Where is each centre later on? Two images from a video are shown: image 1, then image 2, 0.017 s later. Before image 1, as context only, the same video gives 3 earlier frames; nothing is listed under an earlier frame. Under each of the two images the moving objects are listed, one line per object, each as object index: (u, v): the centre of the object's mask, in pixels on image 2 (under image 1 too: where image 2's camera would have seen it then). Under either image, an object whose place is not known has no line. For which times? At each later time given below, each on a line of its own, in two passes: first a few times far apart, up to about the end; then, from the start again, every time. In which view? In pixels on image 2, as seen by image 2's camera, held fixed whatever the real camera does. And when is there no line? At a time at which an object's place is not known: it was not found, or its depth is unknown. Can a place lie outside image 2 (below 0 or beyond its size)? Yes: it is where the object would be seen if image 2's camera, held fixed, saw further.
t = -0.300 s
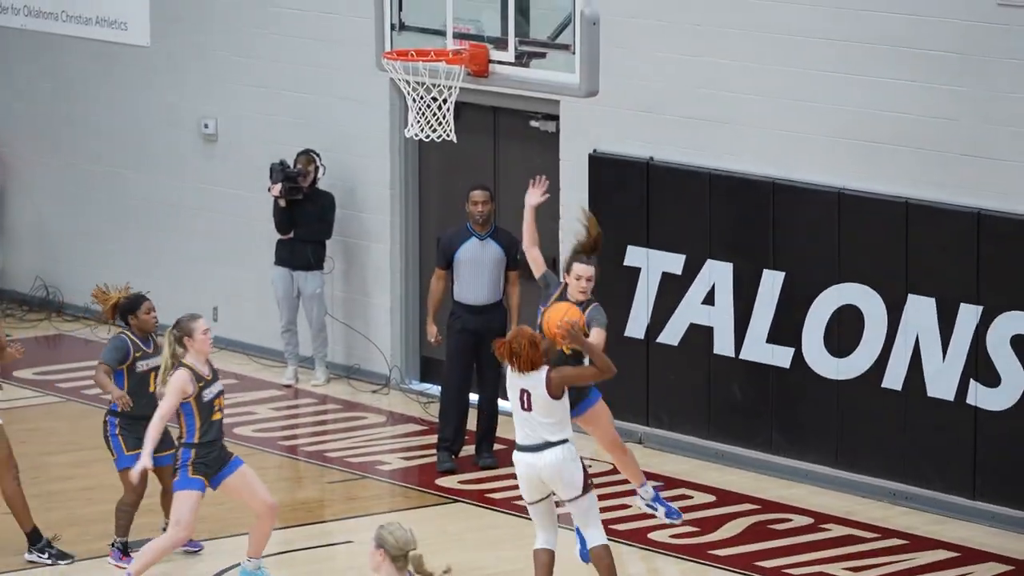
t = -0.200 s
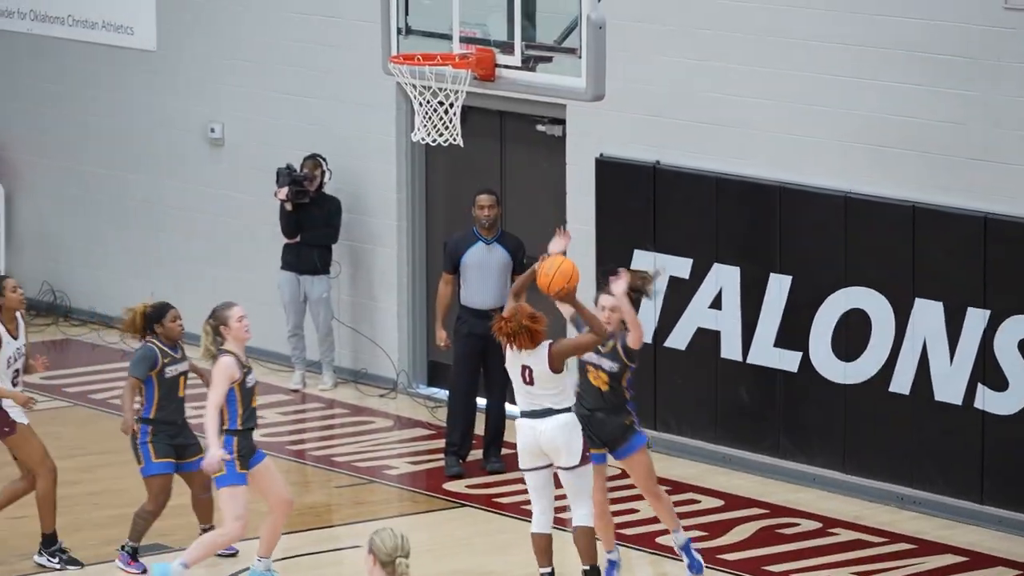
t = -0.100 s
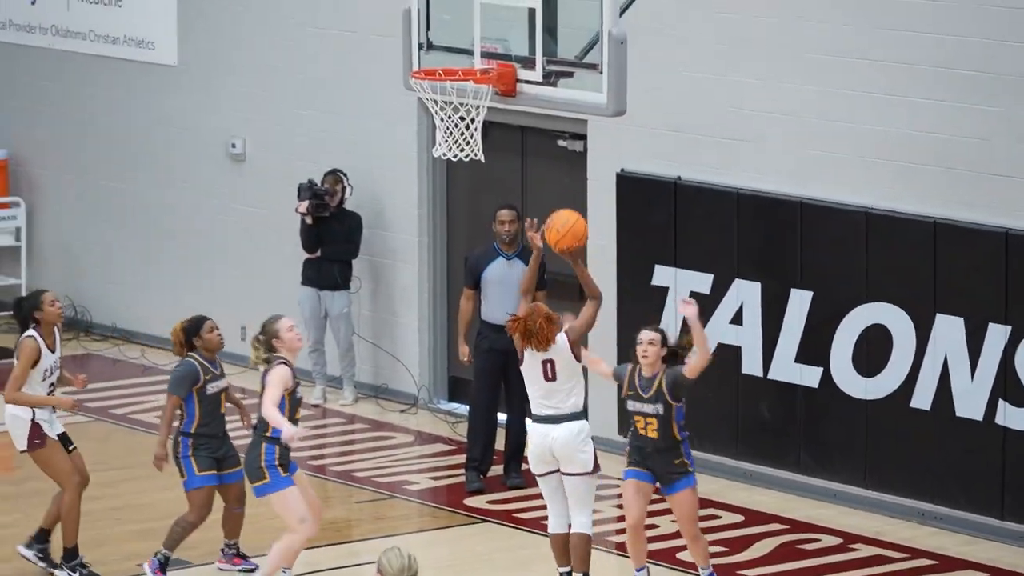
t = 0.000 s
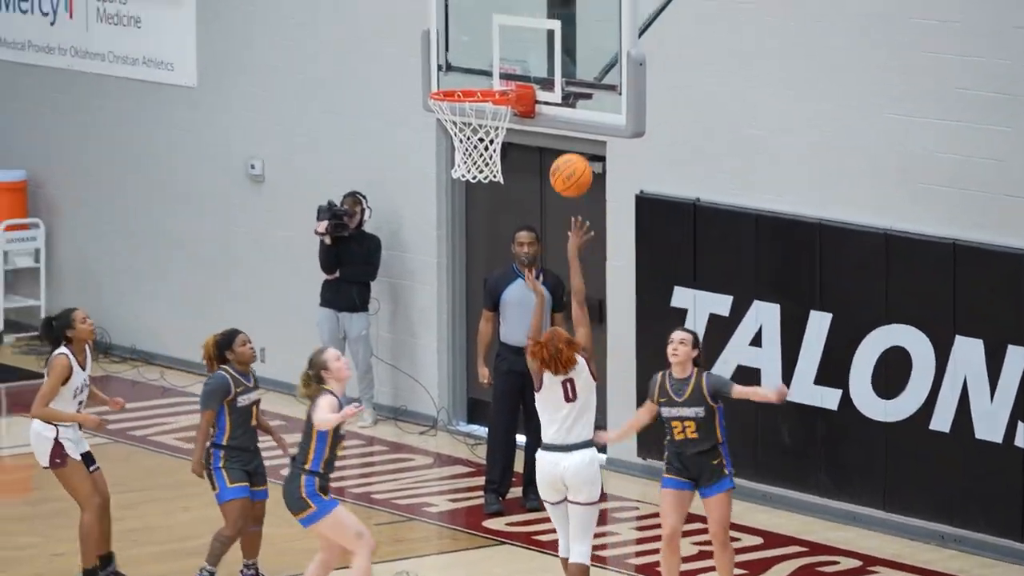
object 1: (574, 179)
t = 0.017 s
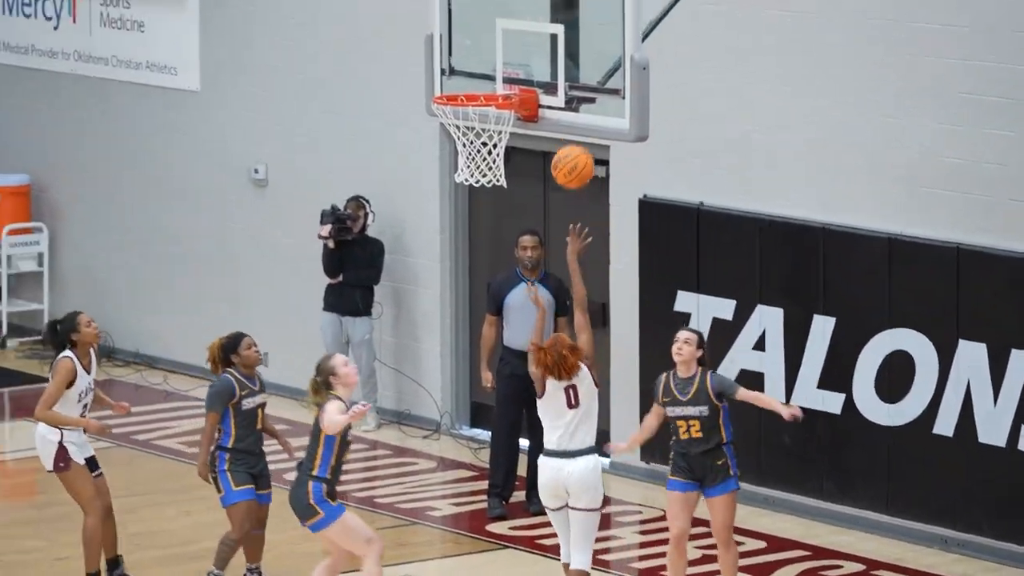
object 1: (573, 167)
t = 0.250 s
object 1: (544, 55)
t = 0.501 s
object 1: (461, 83)
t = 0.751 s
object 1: (486, 122)
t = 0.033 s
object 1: (570, 155)
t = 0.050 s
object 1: (568, 145)
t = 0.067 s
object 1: (567, 134)
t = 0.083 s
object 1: (565, 124)
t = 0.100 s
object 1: (563, 114)
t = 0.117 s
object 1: (561, 105)
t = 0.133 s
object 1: (560, 97)
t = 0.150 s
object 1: (558, 89)
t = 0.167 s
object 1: (556, 81)
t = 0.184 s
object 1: (555, 75)
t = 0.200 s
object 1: (553, 69)
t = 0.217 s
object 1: (552, 62)
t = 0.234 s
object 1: (550, 57)
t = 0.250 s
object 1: (544, 55)
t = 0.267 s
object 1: (538, 53)
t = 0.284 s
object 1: (533, 53)
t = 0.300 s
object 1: (527, 52)
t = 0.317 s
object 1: (521, 52)
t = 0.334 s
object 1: (516, 52)
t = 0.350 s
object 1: (510, 53)
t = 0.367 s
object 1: (504, 54)
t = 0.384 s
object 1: (499, 56)
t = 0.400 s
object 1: (493, 58)
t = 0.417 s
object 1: (488, 61)
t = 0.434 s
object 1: (482, 64)
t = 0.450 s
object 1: (476, 68)
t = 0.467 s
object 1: (471, 72)
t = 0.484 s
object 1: (466, 78)
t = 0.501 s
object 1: (461, 83)
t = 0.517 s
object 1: (455, 86)
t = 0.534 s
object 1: (457, 87)
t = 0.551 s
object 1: (461, 88)
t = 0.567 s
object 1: (465, 92)
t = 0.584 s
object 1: (469, 95)
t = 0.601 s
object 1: (473, 97)
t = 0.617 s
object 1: (476, 101)
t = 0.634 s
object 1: (479, 104)
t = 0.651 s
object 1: (480, 105)
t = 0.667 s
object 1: (481, 107)
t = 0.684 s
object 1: (483, 110)
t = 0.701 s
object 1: (483, 112)
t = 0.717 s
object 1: (485, 115)
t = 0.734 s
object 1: (486, 118)
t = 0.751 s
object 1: (486, 122)
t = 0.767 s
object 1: (487, 124)
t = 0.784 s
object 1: (488, 127)
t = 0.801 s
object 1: (490, 131)
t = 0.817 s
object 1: (491, 136)
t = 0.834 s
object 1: (491, 140)
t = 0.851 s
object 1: (491, 142)
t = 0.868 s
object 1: (491, 146)
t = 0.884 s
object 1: (491, 147)
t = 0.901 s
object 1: (490, 149)
